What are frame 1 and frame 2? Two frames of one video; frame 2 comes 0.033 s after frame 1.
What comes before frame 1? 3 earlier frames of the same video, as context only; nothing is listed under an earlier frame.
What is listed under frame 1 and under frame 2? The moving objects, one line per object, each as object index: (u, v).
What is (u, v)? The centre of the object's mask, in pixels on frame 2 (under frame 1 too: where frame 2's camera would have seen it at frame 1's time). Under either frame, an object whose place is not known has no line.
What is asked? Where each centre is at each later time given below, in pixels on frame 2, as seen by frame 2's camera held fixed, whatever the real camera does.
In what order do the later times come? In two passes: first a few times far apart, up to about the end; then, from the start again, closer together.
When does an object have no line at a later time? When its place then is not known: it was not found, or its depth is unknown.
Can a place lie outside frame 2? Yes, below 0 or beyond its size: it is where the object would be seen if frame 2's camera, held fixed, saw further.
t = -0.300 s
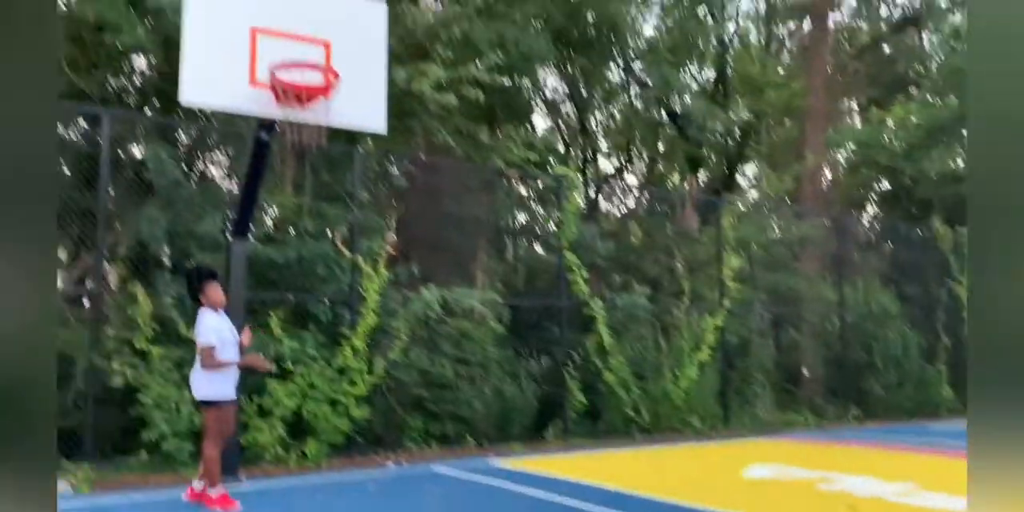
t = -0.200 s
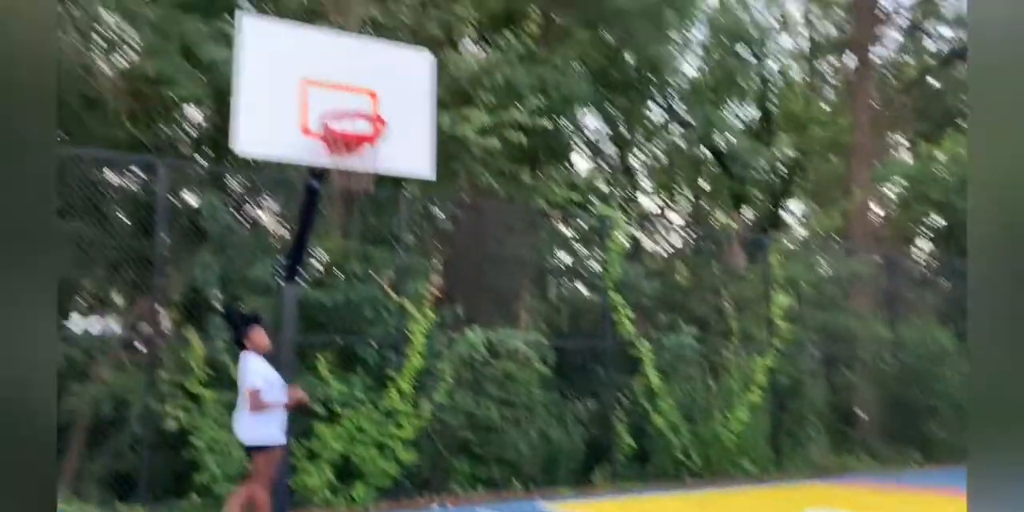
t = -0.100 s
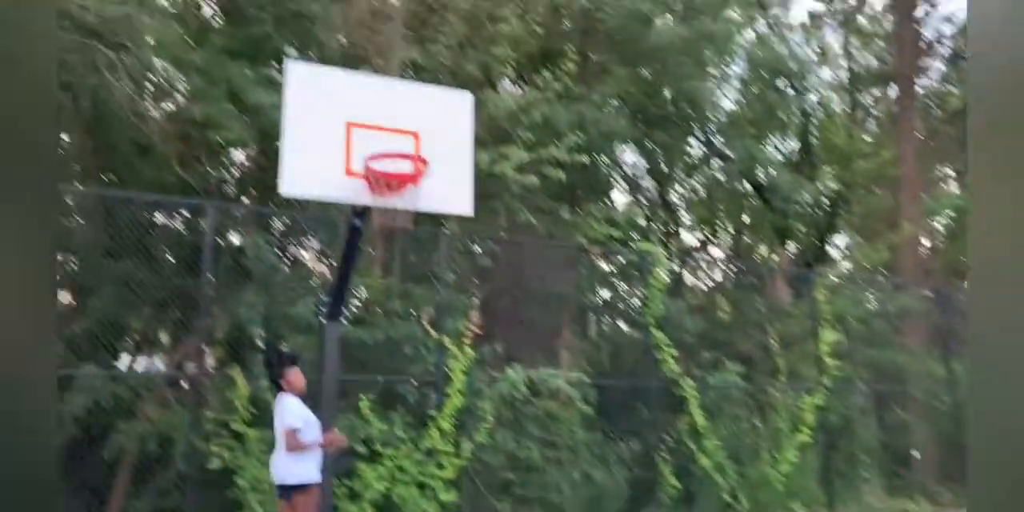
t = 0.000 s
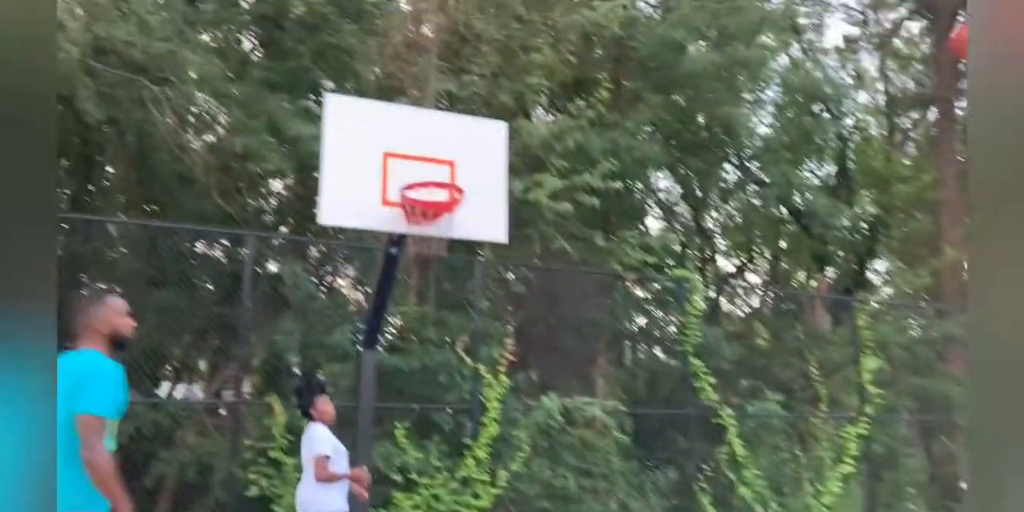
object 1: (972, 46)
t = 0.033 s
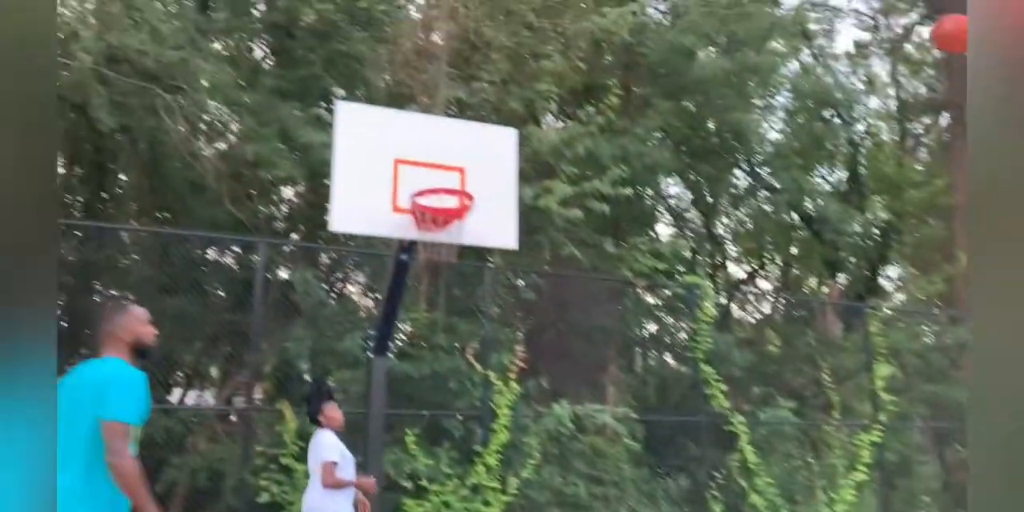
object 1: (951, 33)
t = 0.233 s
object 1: (791, 3)
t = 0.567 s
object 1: (582, 53)
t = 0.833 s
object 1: (434, 181)
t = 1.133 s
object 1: (422, 218)
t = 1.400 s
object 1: (430, 247)
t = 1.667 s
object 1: (454, 310)
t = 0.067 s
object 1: (925, 23)
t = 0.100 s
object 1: (896, 15)
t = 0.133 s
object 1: (870, 10)
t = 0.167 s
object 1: (841, 6)
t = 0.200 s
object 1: (816, 4)
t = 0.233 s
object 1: (791, 3)
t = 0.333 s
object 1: (724, 8)
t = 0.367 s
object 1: (703, 11)
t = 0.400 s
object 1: (682, 15)
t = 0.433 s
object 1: (660, 19)
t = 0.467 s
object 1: (641, 25)
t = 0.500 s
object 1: (620, 33)
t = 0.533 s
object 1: (601, 42)
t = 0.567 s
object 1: (582, 53)
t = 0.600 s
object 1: (563, 65)
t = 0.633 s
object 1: (543, 79)
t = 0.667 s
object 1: (524, 94)
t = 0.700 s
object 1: (506, 109)
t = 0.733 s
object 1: (490, 125)
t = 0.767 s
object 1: (470, 145)
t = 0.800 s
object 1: (453, 164)
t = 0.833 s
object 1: (434, 181)
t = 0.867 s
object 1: (431, 204)
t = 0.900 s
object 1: (453, 207)
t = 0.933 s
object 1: (453, 210)
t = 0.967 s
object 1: (440, 215)
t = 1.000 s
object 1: (433, 216)
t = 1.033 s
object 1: (430, 216)
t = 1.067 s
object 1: (426, 216)
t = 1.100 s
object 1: (424, 217)
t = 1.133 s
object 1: (422, 218)
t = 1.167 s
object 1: (423, 222)
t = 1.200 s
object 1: (423, 225)
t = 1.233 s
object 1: (423, 228)
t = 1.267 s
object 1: (424, 232)
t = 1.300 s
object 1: (425, 236)
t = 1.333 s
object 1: (426, 240)
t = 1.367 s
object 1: (427, 243)
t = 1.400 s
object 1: (430, 247)
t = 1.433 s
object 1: (434, 251)
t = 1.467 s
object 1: (436, 255)
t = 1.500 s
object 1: (439, 260)
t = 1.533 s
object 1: (443, 267)
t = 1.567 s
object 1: (445, 276)
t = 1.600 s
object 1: (449, 286)
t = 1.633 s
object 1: (451, 297)
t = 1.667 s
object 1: (454, 310)
